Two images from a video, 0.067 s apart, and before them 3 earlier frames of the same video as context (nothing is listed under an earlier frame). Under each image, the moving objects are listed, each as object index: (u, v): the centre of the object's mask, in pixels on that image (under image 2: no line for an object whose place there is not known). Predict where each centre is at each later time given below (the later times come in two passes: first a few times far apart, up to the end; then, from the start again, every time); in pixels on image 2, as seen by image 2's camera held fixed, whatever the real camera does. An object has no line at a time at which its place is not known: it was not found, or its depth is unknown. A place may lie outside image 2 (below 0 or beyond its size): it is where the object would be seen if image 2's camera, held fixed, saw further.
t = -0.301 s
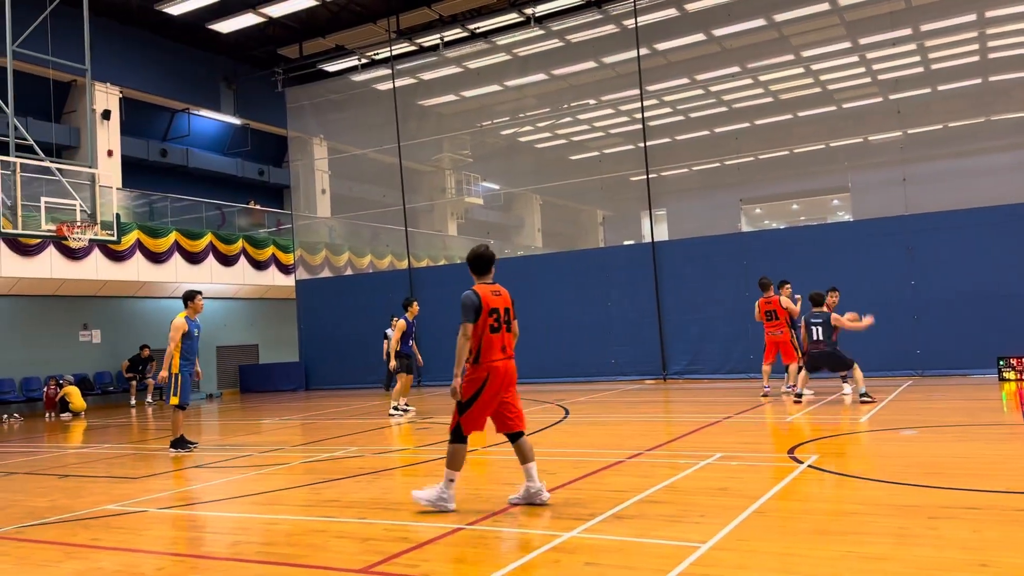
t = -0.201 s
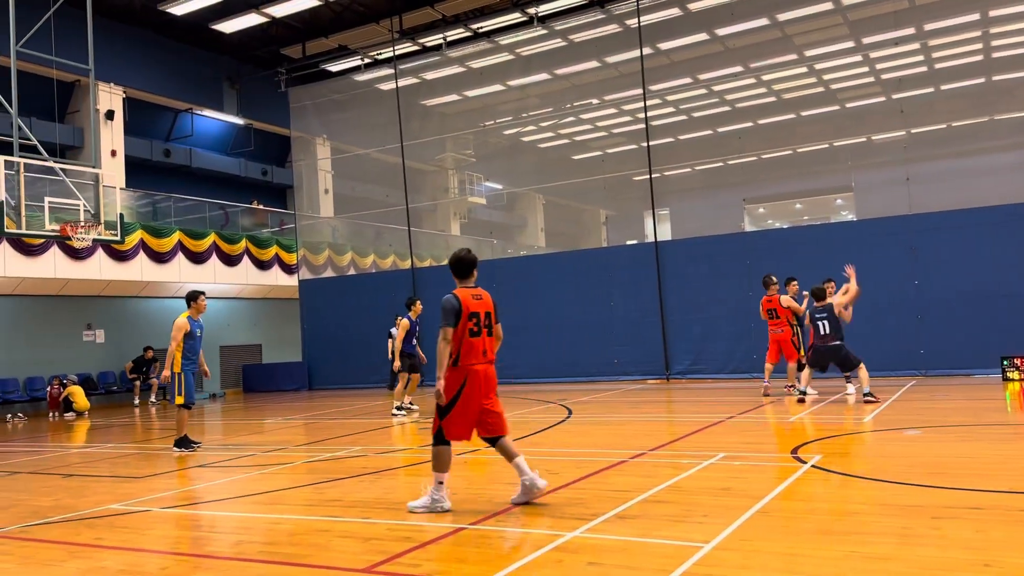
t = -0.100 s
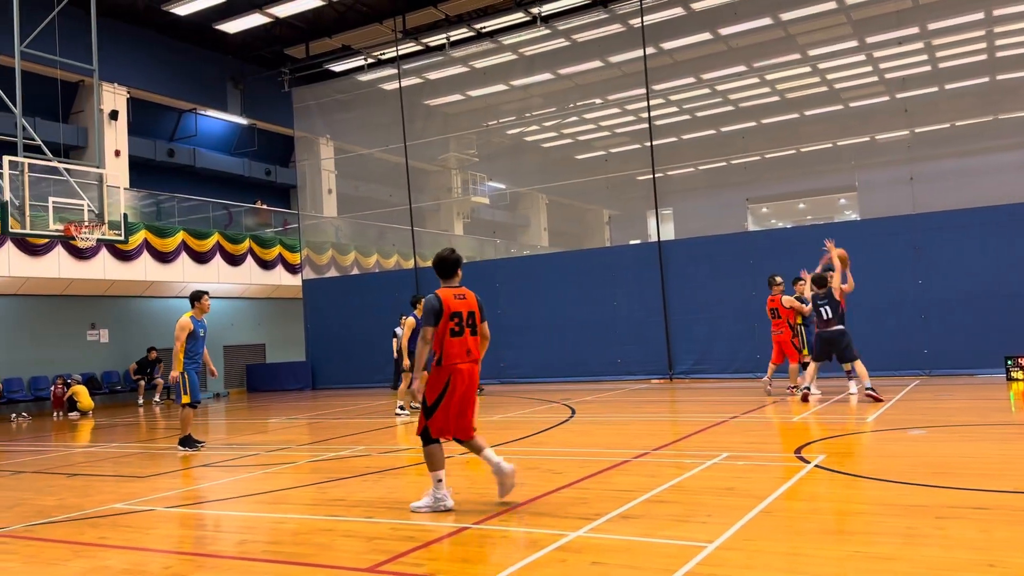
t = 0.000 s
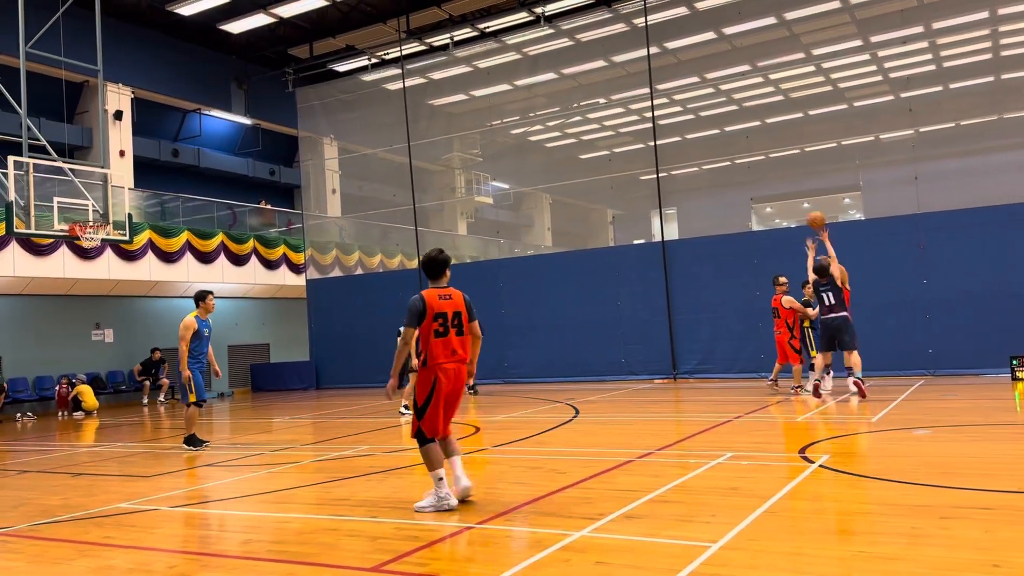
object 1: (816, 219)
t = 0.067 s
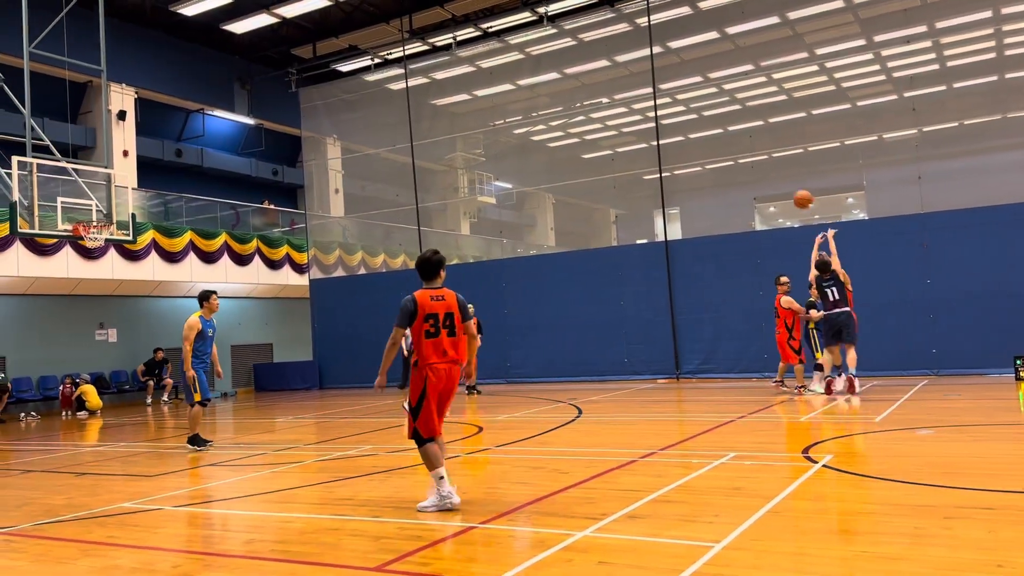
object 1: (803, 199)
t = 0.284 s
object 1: (749, 152)
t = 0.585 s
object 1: (667, 144)
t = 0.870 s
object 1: (582, 214)
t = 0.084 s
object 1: (799, 194)
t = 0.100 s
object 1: (795, 189)
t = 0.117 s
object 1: (790, 185)
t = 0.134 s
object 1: (786, 181)
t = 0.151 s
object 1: (782, 177)
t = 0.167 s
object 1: (778, 173)
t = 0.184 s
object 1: (774, 170)
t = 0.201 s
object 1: (770, 166)
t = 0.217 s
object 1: (766, 163)
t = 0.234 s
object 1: (761, 160)
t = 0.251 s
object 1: (758, 157)
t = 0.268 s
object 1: (753, 154)
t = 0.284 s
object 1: (749, 152)
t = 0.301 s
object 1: (744, 149)
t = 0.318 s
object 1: (740, 147)
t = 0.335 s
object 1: (736, 144)
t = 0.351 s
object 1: (731, 143)
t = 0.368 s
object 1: (727, 142)
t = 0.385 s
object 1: (723, 141)
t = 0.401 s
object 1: (719, 140)
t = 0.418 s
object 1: (714, 140)
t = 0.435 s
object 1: (710, 139)
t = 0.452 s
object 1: (705, 138)
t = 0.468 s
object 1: (700, 138)
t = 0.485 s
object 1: (695, 138)
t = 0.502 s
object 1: (691, 139)
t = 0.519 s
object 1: (686, 139)
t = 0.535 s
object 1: (682, 140)
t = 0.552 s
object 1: (677, 141)
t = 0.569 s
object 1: (672, 143)
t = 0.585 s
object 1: (667, 144)
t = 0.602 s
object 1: (662, 146)
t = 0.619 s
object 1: (658, 148)
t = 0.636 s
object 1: (653, 151)
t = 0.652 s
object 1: (649, 153)
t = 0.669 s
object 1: (644, 156)
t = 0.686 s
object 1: (639, 159)
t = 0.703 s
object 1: (634, 163)
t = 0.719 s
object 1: (628, 166)
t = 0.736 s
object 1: (622, 170)
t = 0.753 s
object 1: (618, 174)
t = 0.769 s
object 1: (612, 179)
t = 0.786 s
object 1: (607, 184)
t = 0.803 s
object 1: (602, 190)
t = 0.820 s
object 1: (597, 195)
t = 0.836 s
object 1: (592, 201)
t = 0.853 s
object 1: (587, 207)
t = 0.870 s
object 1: (582, 214)
